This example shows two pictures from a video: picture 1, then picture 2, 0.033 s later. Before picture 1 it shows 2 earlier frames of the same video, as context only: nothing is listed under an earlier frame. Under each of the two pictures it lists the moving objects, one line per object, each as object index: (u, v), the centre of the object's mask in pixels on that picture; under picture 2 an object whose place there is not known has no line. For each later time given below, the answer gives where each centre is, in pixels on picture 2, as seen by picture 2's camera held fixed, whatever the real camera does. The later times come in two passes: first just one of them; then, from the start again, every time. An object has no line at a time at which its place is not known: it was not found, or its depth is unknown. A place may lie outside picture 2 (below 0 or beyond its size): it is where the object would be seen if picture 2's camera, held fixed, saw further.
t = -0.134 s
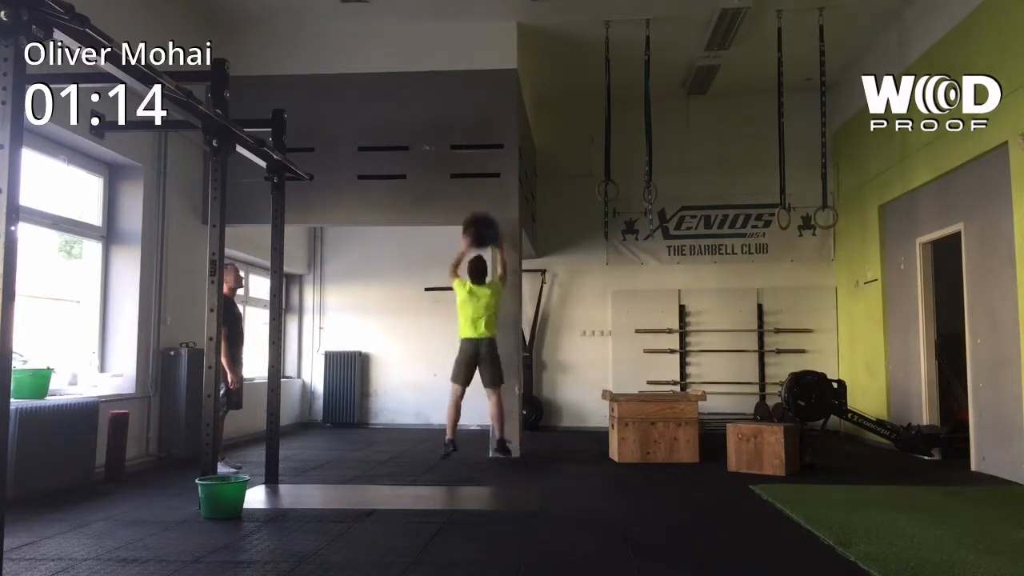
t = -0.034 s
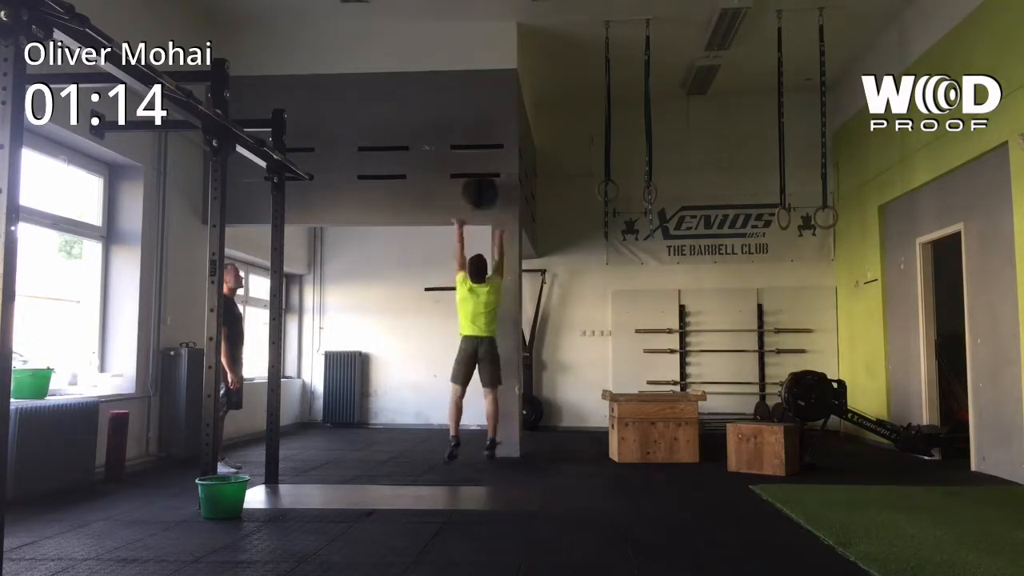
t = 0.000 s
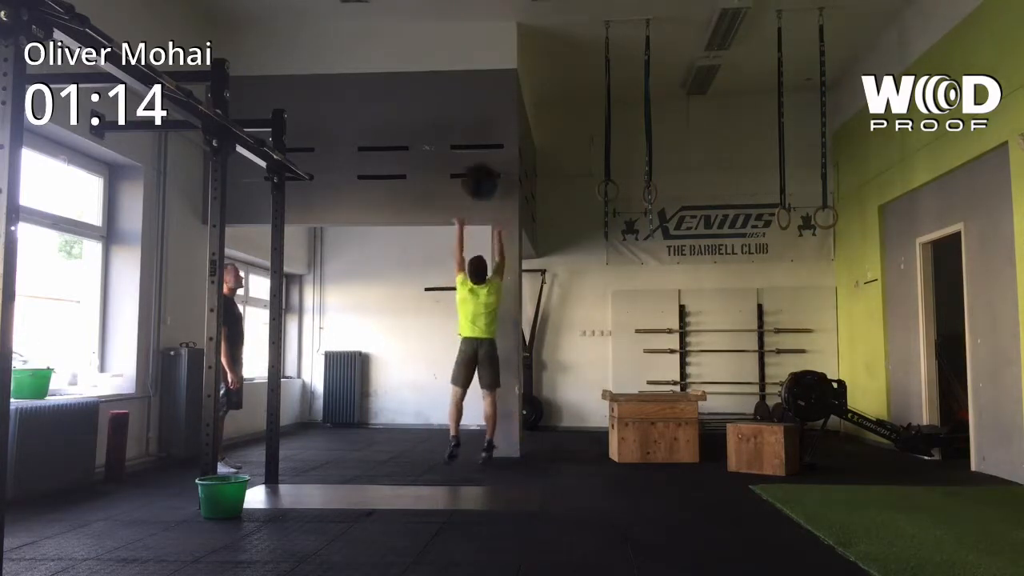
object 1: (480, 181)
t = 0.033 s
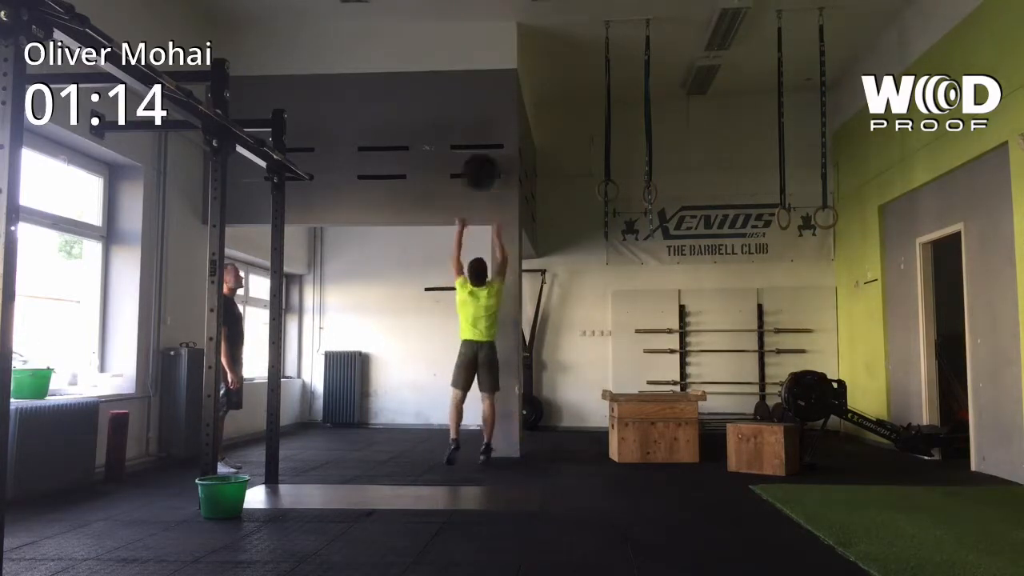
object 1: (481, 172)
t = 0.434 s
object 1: (478, 140)
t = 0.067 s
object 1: (480, 162)
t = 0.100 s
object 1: (480, 154)
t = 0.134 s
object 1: (480, 148)
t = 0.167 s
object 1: (480, 143)
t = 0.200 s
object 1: (481, 139)
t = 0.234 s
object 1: (481, 136)
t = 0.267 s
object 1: (481, 135)
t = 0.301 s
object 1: (481, 135)
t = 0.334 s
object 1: (481, 135)
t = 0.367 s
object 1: (480, 135)
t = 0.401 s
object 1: (480, 137)
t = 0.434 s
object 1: (478, 140)
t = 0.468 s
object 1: (478, 145)
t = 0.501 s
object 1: (476, 149)
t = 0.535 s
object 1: (476, 156)
